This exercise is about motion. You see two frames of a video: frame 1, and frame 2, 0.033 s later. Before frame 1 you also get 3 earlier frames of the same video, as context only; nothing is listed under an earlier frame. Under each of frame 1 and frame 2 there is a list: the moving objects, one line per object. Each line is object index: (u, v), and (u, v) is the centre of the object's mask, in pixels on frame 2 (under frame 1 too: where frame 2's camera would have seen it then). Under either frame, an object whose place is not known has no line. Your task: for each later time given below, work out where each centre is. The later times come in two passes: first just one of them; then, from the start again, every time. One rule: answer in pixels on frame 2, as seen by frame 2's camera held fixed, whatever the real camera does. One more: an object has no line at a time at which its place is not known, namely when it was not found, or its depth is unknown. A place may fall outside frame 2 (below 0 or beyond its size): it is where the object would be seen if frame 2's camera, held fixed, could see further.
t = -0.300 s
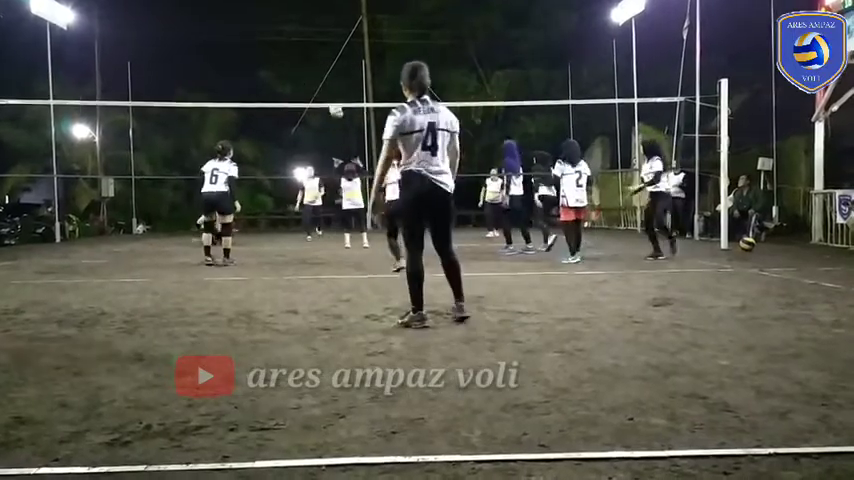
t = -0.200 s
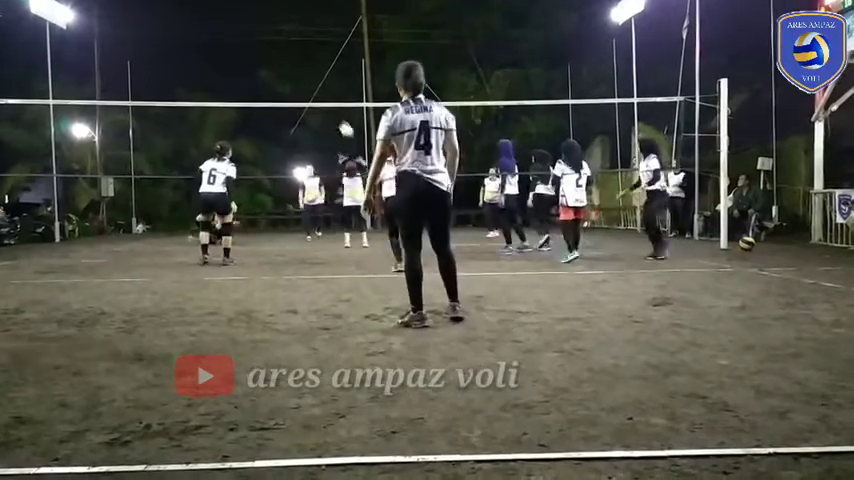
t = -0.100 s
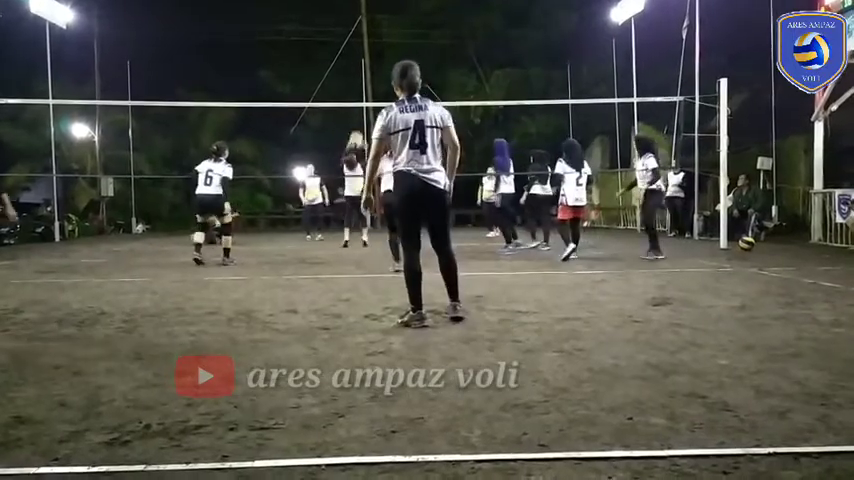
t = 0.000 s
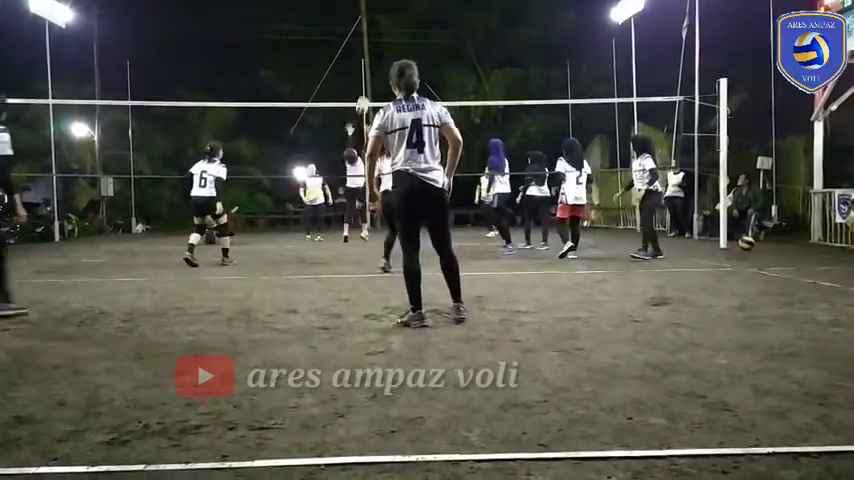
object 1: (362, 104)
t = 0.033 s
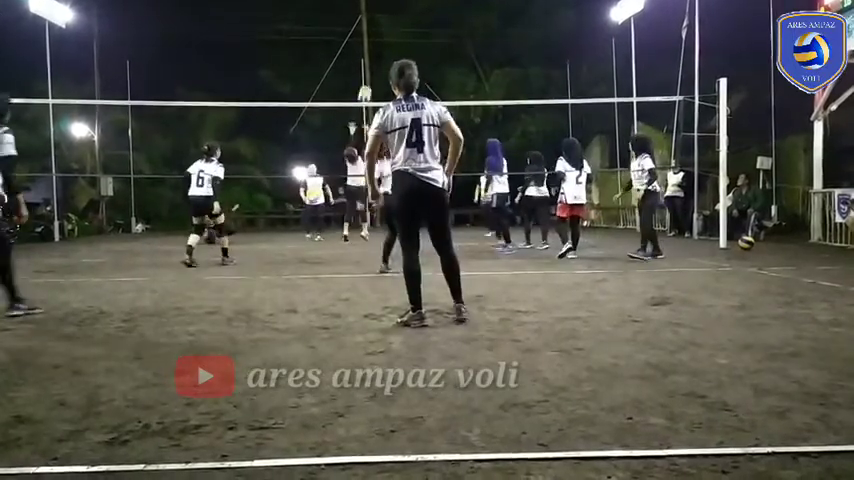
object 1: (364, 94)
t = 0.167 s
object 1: (374, 60)
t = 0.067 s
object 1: (366, 84)
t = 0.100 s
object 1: (369, 75)
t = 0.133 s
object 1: (371, 67)
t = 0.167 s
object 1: (374, 60)
